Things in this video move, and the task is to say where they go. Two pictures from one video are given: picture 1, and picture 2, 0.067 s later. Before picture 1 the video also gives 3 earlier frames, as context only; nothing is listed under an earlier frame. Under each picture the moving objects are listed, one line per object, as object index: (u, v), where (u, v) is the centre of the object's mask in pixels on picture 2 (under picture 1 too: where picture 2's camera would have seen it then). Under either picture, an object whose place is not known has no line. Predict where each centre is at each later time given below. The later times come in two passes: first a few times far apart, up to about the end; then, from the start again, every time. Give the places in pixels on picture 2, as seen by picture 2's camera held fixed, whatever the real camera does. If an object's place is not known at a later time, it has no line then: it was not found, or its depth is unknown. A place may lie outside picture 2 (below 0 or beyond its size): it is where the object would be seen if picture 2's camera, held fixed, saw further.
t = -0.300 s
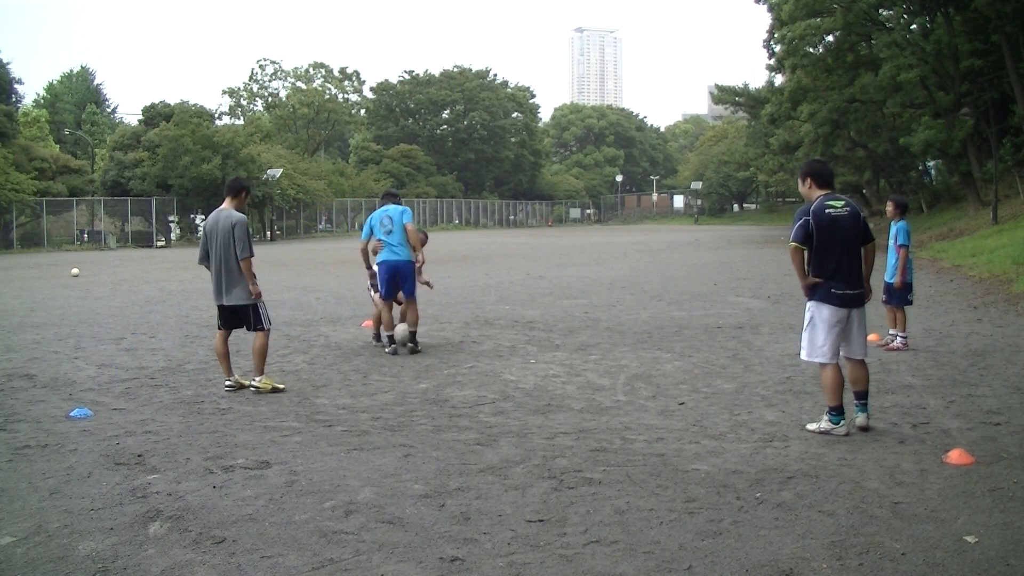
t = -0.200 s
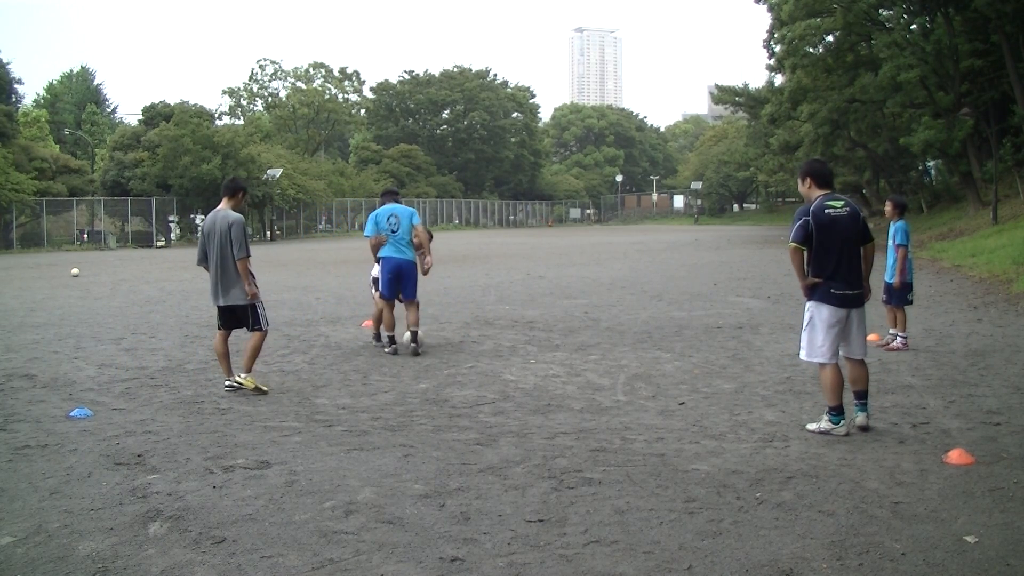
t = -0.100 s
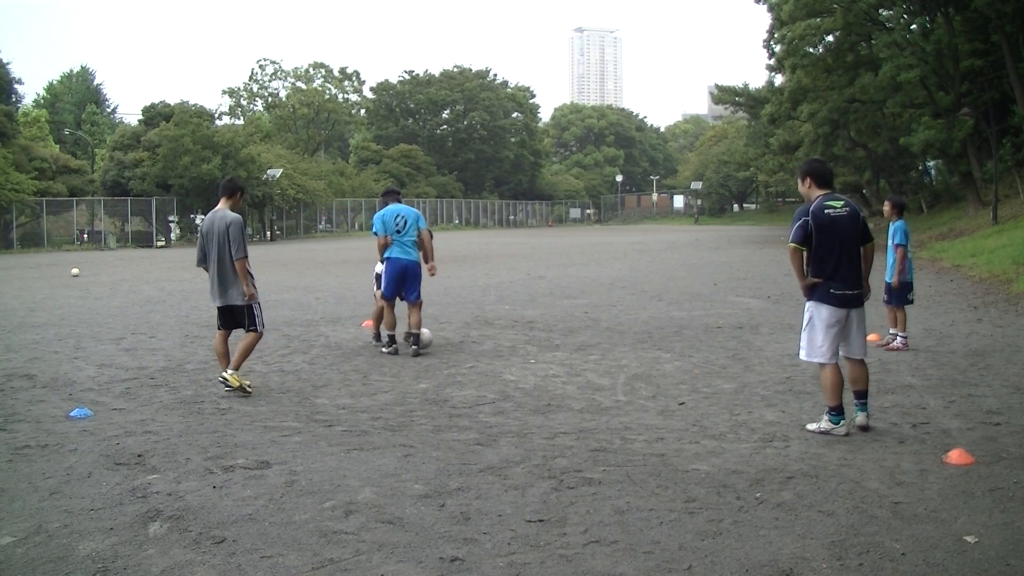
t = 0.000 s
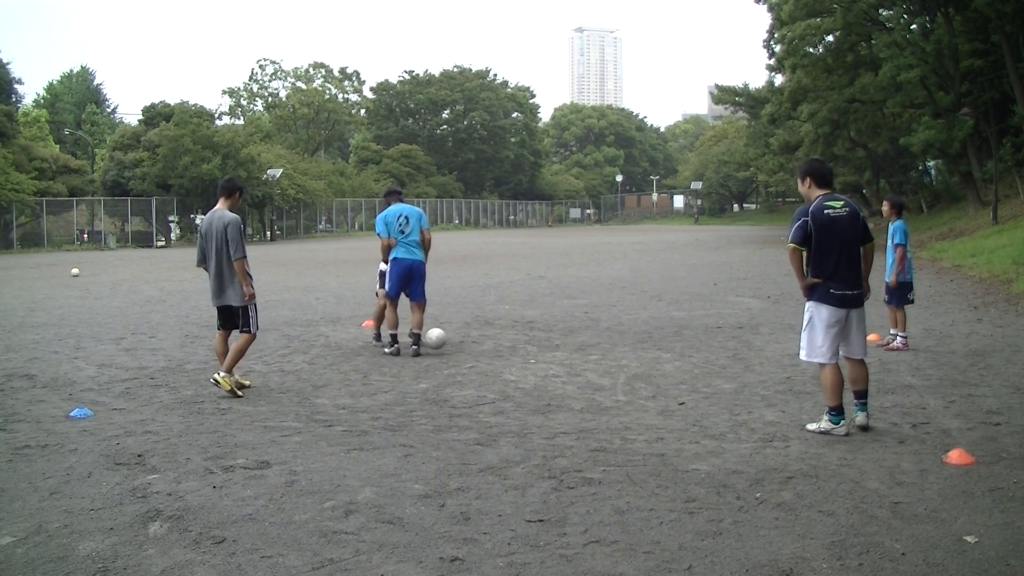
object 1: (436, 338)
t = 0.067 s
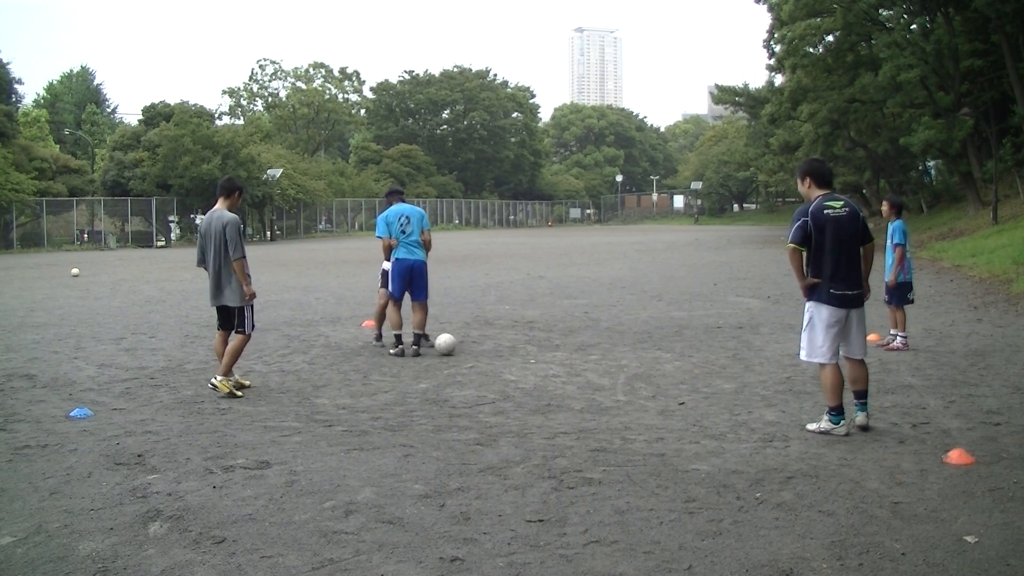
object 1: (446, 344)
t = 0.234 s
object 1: (463, 346)
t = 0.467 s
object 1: (490, 348)
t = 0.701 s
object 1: (516, 350)
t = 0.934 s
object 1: (541, 352)
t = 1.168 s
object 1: (566, 354)
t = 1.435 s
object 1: (595, 356)
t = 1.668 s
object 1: (616, 357)
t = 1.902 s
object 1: (636, 358)
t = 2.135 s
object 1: (655, 360)
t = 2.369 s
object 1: (671, 361)
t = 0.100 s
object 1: (449, 344)
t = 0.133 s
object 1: (453, 343)
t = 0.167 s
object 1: (456, 343)
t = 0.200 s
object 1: (460, 345)
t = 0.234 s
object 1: (463, 346)
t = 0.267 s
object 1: (467, 346)
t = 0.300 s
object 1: (471, 346)
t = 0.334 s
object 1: (475, 347)
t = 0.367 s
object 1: (479, 347)
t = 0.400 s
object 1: (483, 347)
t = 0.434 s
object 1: (487, 348)
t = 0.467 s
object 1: (490, 348)
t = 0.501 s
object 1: (494, 348)
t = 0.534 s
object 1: (498, 348)
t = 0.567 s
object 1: (501, 349)
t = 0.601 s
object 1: (505, 349)
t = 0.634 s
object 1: (509, 349)
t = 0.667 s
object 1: (512, 350)
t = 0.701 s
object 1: (516, 350)
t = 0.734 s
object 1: (520, 351)
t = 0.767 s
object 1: (524, 351)
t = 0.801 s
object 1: (527, 351)
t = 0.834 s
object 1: (531, 351)
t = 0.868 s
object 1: (534, 352)
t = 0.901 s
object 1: (538, 352)
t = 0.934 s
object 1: (541, 352)
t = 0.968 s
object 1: (545, 353)
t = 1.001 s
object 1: (548, 353)
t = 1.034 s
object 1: (551, 353)
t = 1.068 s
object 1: (555, 354)
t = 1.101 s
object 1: (559, 354)
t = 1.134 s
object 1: (563, 354)
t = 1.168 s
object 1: (566, 354)
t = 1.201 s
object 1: (570, 355)
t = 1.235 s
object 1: (574, 355)
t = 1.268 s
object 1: (577, 355)
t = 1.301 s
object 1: (581, 356)
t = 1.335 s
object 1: (585, 356)
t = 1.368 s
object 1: (588, 356)
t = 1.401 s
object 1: (591, 356)
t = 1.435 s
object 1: (595, 356)
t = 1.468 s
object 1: (598, 356)
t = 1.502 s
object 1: (601, 357)
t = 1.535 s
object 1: (604, 357)
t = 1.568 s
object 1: (607, 357)
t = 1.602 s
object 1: (610, 357)
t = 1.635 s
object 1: (613, 357)
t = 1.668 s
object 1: (616, 357)
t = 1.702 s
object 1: (619, 357)
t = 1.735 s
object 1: (622, 358)
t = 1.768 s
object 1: (625, 358)
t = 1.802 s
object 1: (628, 358)
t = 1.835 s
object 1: (631, 358)
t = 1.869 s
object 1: (633, 358)
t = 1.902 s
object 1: (636, 358)
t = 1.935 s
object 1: (639, 359)
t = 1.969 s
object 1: (642, 359)
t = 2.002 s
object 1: (645, 359)
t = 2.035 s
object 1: (647, 359)
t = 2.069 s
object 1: (650, 359)
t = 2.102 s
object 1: (652, 360)
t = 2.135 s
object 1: (655, 360)
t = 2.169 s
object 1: (657, 360)
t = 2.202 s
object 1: (659, 360)
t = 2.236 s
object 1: (662, 360)
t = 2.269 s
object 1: (664, 360)
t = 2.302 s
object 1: (667, 360)
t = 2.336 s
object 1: (669, 360)
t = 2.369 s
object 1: (671, 361)
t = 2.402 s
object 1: (674, 361)
